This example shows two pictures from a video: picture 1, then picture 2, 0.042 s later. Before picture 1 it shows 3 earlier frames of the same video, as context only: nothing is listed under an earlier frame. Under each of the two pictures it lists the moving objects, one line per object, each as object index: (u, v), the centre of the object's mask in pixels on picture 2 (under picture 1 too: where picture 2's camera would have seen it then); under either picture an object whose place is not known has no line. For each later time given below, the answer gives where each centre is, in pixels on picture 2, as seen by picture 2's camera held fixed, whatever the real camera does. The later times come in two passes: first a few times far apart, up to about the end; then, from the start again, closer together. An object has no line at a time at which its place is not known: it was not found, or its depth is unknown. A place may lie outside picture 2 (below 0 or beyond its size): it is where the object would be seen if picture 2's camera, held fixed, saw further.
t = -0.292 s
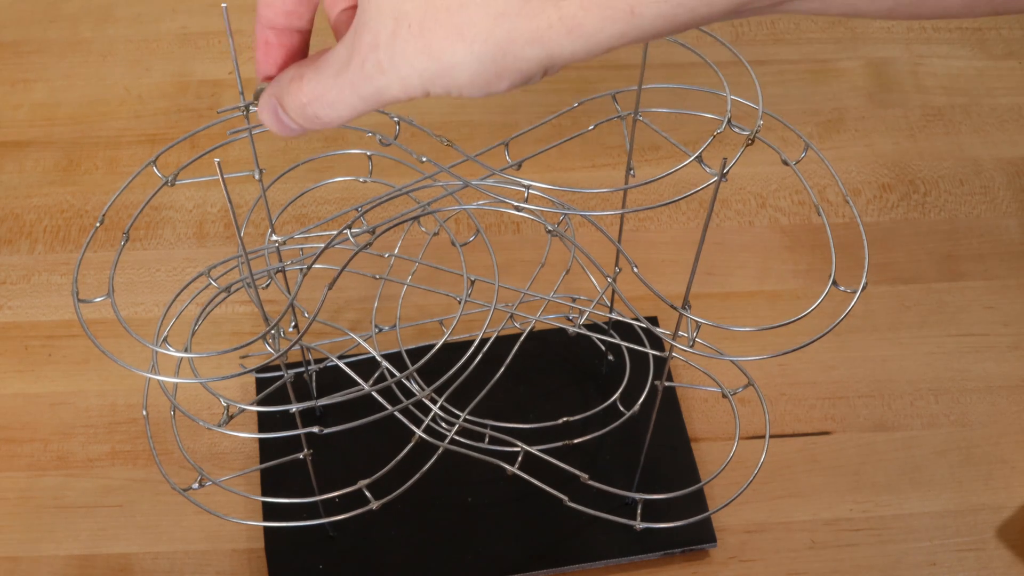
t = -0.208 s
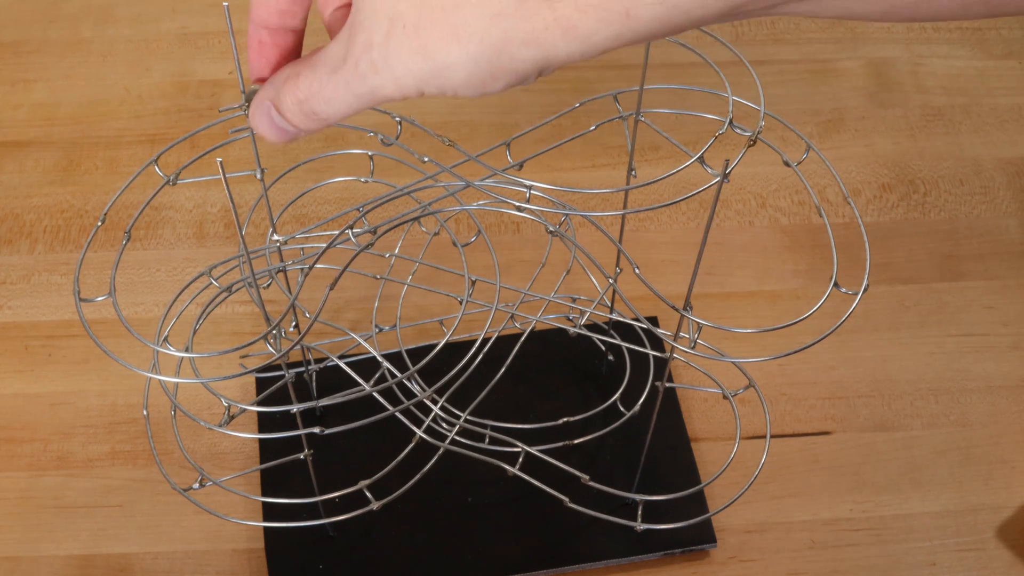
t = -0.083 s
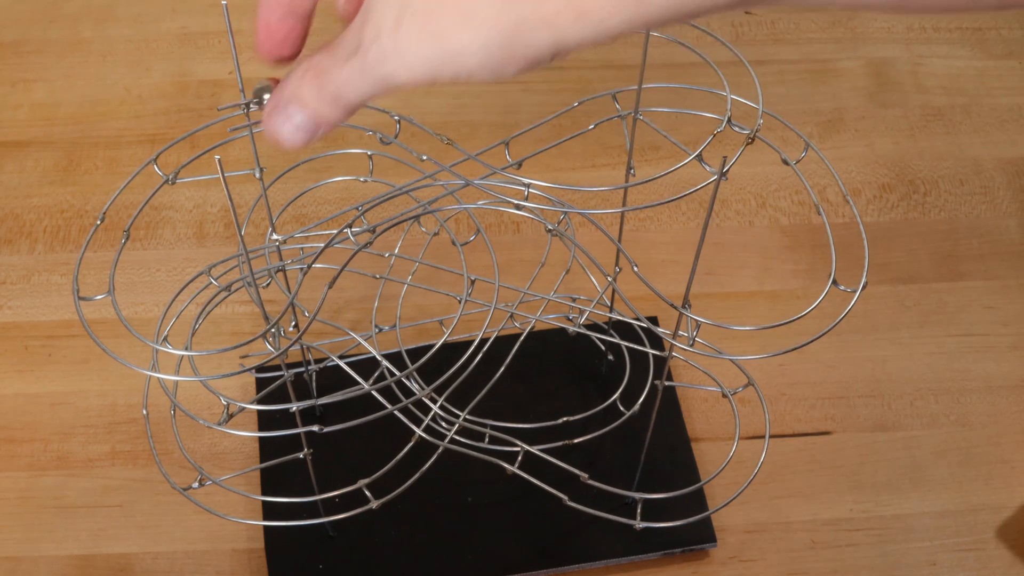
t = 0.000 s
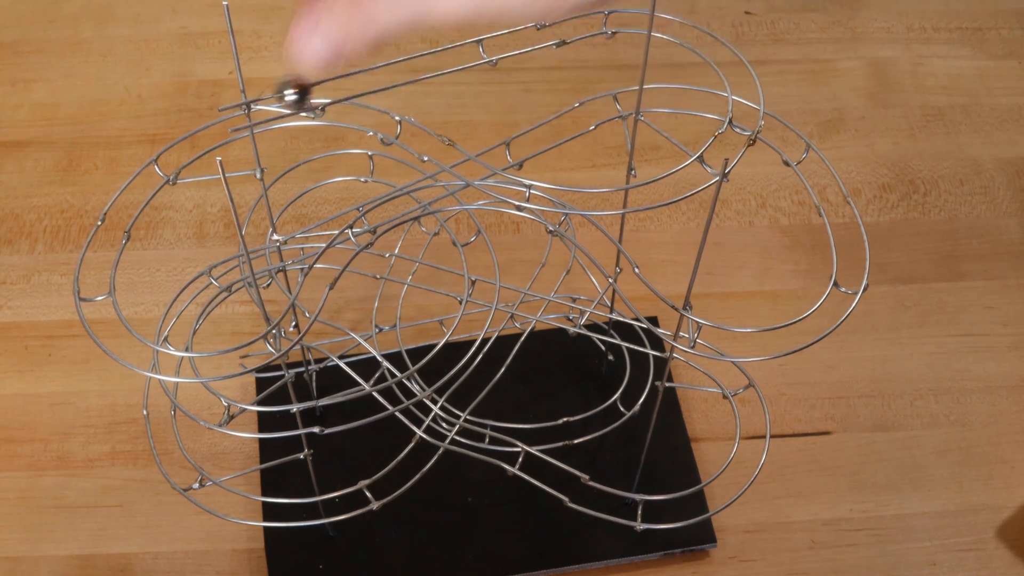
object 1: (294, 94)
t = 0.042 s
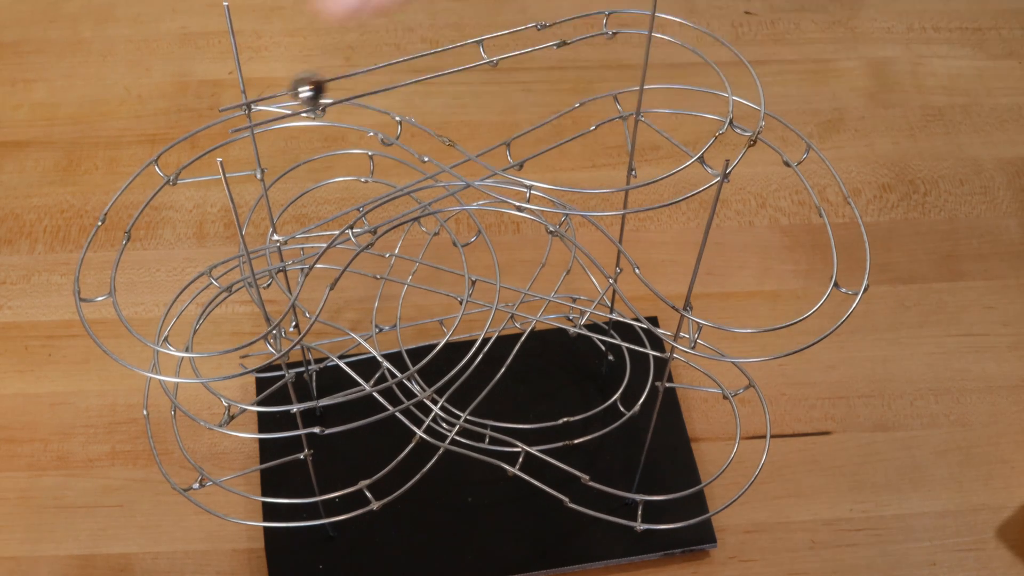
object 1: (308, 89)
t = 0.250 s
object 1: (410, 63)
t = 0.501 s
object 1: (576, 21)
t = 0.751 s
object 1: (745, 74)
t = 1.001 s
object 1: (661, 183)
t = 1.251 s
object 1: (483, 166)
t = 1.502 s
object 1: (350, 107)
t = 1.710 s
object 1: (199, 134)
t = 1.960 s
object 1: (95, 278)
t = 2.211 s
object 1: (279, 332)
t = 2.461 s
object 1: (431, 192)
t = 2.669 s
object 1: (587, 227)
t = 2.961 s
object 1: (758, 338)
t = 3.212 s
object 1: (848, 277)
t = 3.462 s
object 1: (837, 200)
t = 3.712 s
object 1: (788, 135)
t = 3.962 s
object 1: (688, 94)
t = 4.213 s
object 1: (552, 128)
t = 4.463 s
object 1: (362, 213)
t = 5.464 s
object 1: (408, 173)
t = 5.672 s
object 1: (275, 202)
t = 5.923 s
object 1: (361, 359)
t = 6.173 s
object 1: (589, 490)
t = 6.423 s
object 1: (752, 408)
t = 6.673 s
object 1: (607, 320)
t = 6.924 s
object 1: (412, 267)
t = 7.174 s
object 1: (216, 284)
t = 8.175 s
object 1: (566, 230)
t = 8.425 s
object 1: (396, 276)
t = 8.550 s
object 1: (409, 383)
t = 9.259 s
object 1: (409, 334)
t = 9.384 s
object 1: (324, 352)
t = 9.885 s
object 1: (284, 361)
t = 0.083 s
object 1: (325, 85)
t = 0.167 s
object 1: (365, 74)
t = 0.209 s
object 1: (386, 70)
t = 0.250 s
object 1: (410, 63)
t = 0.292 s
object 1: (436, 57)
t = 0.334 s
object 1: (462, 52)
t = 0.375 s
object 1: (489, 44)
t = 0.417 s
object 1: (517, 36)
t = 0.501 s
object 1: (576, 21)
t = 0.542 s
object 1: (609, 15)
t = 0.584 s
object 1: (644, 15)
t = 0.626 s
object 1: (678, 21)
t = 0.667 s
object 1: (706, 36)
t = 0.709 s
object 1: (728, 52)
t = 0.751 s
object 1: (745, 74)
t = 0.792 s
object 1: (748, 97)
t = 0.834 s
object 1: (743, 121)
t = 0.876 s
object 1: (724, 147)
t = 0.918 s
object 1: (707, 163)
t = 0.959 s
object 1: (685, 175)
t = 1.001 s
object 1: (661, 183)
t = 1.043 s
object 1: (634, 189)
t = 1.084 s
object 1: (603, 190)
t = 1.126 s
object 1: (572, 190)
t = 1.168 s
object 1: (542, 186)
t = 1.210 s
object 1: (512, 178)
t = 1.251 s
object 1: (483, 166)
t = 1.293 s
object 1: (458, 150)
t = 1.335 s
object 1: (435, 138)
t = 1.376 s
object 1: (417, 130)
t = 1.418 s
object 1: (397, 121)
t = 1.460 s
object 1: (375, 111)
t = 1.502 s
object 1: (350, 107)
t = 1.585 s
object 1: (292, 103)
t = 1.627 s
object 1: (262, 111)
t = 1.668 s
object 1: (230, 119)
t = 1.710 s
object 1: (199, 134)
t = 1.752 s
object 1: (170, 153)
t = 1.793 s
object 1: (148, 170)
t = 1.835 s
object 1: (128, 192)
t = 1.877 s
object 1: (114, 216)
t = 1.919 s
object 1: (101, 245)
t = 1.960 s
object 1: (95, 278)
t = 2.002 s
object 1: (99, 306)
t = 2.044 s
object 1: (118, 332)
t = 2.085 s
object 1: (150, 353)
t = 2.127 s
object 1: (193, 358)
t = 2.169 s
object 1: (239, 353)
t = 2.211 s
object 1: (279, 332)
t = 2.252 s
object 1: (304, 300)
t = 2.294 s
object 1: (316, 267)
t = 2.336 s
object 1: (342, 241)
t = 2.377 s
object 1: (368, 219)
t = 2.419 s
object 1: (400, 202)
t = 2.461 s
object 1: (431, 192)
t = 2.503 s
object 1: (462, 189)
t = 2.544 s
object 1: (498, 189)
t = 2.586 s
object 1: (531, 195)
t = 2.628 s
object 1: (560, 210)
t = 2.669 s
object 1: (587, 227)
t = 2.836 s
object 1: (677, 321)
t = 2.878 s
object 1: (704, 333)
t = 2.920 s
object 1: (730, 338)
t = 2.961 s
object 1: (758, 338)
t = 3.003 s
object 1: (783, 332)
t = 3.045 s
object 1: (803, 324)
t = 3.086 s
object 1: (820, 314)
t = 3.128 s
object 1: (832, 302)
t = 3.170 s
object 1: (841, 289)
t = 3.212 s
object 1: (848, 277)
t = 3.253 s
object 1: (850, 263)
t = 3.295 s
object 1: (851, 250)
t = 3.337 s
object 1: (848, 237)
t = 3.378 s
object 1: (846, 224)
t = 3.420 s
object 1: (841, 212)
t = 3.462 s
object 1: (837, 200)
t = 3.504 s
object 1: (831, 191)
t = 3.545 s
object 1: (825, 180)
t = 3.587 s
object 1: (817, 168)
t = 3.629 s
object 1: (810, 157)
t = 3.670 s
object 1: (799, 147)
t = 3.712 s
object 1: (788, 135)
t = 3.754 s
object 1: (775, 125)
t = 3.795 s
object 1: (763, 118)
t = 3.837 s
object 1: (745, 108)
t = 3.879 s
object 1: (729, 102)
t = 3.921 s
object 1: (710, 97)
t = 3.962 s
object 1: (688, 94)
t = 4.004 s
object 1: (667, 92)
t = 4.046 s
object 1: (645, 95)
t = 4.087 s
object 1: (620, 99)
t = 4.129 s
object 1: (596, 105)
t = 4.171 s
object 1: (573, 118)
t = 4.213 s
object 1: (552, 128)
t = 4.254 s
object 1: (526, 139)
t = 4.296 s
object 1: (500, 152)
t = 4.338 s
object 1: (468, 166)
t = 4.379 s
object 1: (434, 180)
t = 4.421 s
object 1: (400, 197)
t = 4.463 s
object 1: (362, 213)
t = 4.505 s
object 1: (320, 228)
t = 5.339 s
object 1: (465, 229)
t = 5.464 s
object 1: (408, 173)
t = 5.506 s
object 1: (382, 166)
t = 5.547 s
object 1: (358, 164)
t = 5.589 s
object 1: (328, 165)
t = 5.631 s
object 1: (300, 179)
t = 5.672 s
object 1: (275, 202)
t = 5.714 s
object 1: (257, 230)
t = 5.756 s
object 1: (261, 272)
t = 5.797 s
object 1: (282, 308)
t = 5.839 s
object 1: (311, 328)
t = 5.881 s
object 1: (334, 336)
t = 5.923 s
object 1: (361, 359)
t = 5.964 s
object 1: (388, 380)
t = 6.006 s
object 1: (425, 413)
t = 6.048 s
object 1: (470, 435)
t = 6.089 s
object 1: (505, 445)
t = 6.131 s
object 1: (545, 466)
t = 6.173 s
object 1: (589, 490)
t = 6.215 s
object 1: (633, 504)
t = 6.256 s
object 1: (674, 505)
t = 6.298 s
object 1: (714, 491)
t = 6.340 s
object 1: (738, 468)
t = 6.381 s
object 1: (751, 440)
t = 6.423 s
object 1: (752, 408)
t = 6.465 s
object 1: (742, 384)
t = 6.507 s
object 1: (725, 363)
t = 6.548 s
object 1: (699, 345)
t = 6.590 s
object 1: (662, 334)
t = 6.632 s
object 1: (631, 331)
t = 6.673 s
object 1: (607, 320)
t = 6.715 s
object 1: (575, 311)
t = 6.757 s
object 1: (545, 302)
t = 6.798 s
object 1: (511, 294)
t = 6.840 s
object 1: (478, 284)
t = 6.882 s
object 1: (445, 276)
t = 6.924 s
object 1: (412, 267)
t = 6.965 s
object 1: (382, 260)
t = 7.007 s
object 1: (351, 255)
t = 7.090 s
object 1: (284, 254)
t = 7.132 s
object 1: (244, 269)
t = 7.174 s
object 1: (216, 284)
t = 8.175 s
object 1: (566, 230)
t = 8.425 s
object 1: (396, 276)
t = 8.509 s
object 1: (391, 347)
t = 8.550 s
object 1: (409, 383)
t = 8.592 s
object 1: (445, 406)
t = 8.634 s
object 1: (483, 428)
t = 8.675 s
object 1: (527, 431)
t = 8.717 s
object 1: (564, 427)
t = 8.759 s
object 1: (599, 415)
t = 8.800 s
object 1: (622, 397)
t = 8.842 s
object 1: (636, 378)
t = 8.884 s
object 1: (638, 351)
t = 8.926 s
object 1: (626, 331)
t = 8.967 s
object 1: (607, 316)
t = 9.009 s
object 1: (580, 305)
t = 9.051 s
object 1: (551, 309)
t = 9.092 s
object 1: (524, 312)
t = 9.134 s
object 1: (491, 318)
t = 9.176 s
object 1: (460, 324)
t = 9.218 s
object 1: (435, 328)
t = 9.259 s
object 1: (409, 334)
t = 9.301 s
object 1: (384, 339)
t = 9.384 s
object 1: (324, 352)
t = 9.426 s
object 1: (295, 358)
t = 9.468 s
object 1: (258, 362)
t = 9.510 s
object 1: (258, 352)
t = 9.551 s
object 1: (259, 354)
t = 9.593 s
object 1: (270, 361)
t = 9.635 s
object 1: (270, 362)
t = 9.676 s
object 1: (268, 363)
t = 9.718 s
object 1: (268, 363)
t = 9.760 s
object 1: (268, 363)
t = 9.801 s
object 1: (269, 363)
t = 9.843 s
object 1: (275, 362)
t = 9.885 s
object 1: (284, 361)
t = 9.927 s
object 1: (290, 360)
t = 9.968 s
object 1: (293, 360)
